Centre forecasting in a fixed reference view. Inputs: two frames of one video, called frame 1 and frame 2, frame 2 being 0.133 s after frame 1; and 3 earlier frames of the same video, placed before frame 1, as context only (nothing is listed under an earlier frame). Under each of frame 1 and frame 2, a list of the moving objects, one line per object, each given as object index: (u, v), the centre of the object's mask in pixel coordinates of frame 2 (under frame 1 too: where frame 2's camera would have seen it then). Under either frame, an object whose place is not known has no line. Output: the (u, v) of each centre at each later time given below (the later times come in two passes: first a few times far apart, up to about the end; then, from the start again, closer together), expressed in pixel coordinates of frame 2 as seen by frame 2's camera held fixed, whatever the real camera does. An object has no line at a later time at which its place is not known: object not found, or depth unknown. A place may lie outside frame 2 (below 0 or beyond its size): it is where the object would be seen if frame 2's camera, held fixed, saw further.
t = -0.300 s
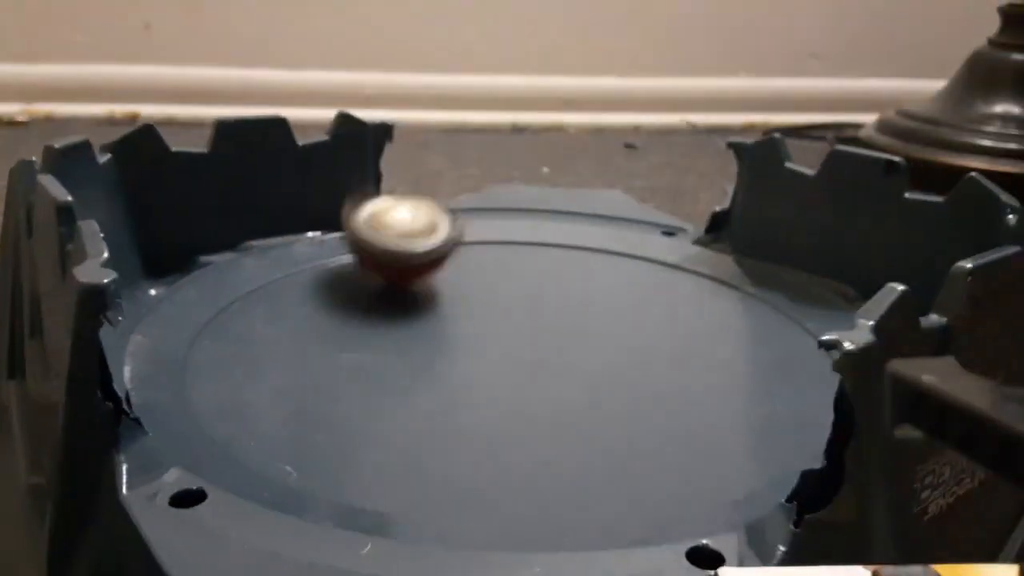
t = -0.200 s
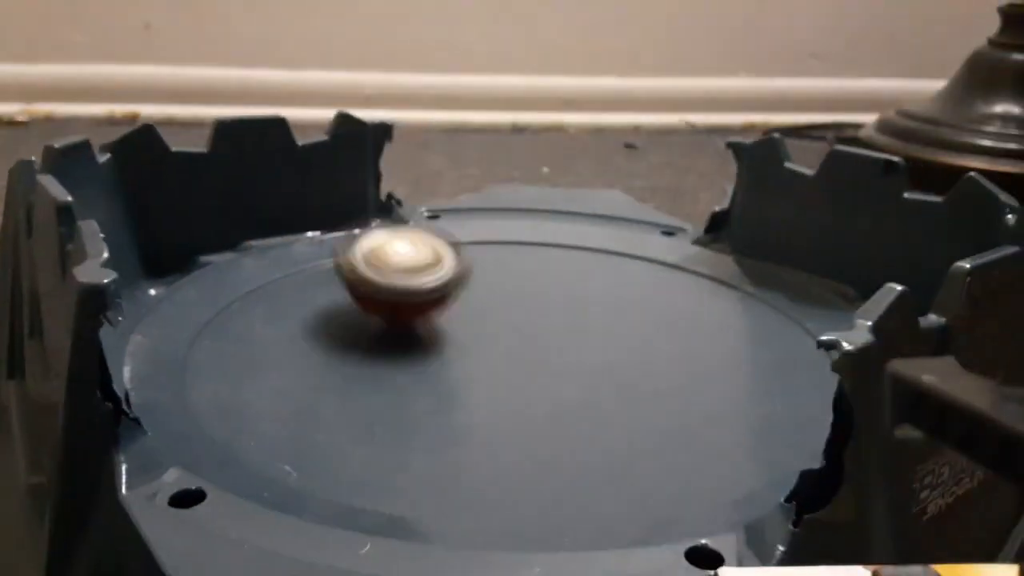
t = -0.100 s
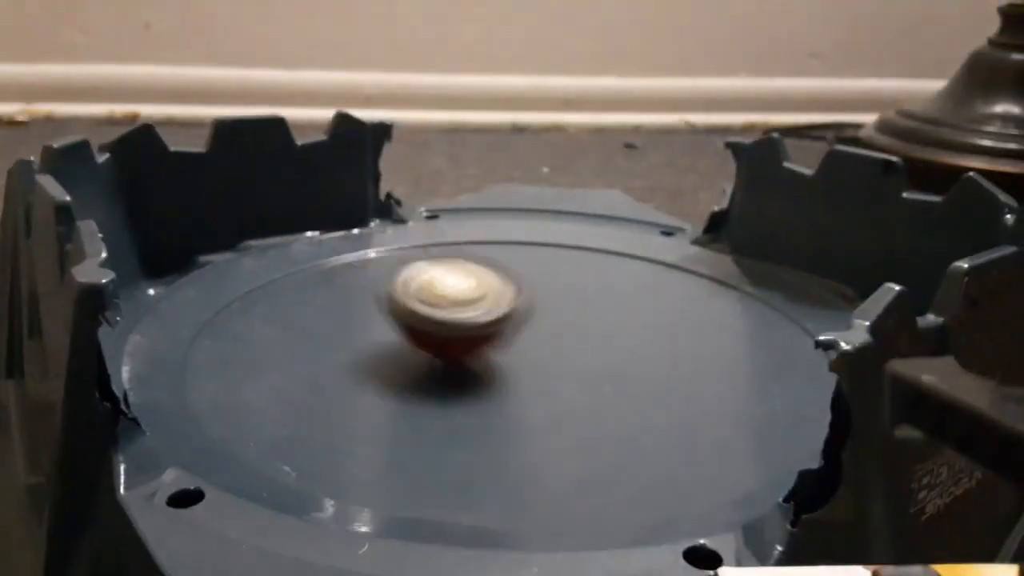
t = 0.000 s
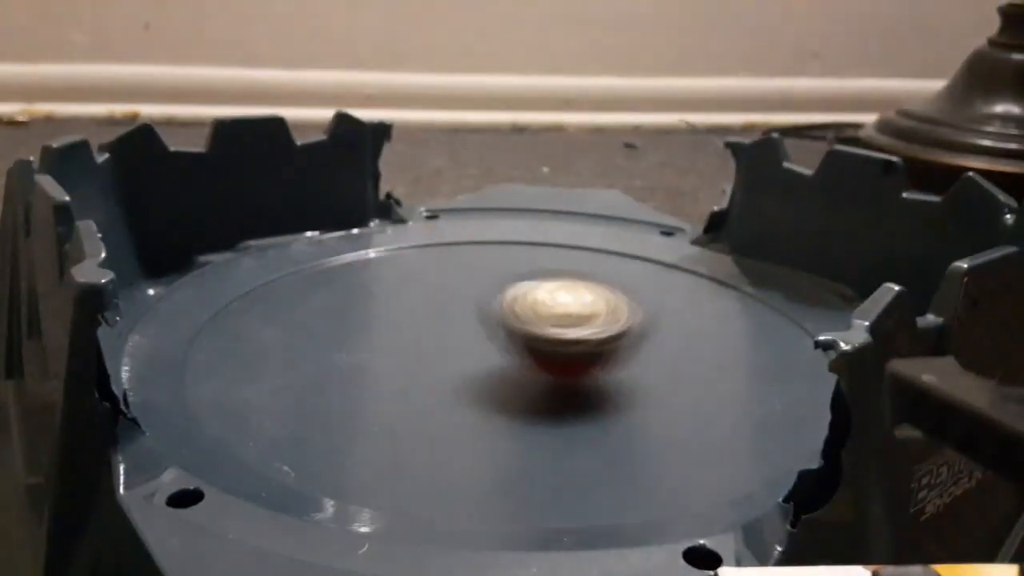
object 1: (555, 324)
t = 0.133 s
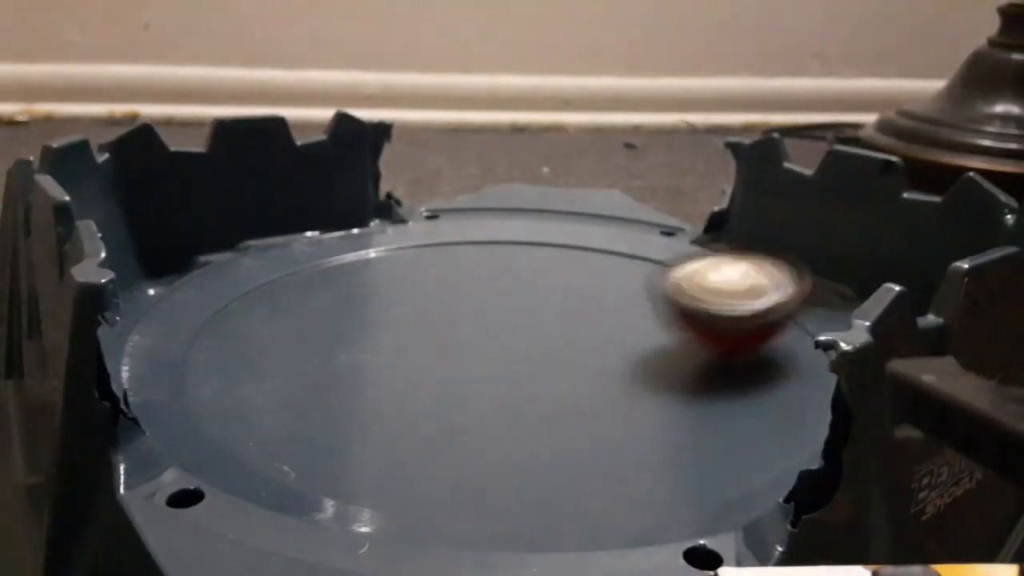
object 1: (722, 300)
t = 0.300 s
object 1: (718, 253)
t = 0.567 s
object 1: (441, 265)
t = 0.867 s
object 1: (418, 427)
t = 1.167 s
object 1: (785, 343)
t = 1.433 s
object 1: (513, 234)
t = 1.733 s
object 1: (168, 289)
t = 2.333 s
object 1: (619, 231)
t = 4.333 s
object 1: (675, 273)
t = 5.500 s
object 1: (669, 267)
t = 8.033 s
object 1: (578, 258)
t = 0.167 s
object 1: (752, 287)
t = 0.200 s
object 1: (765, 275)
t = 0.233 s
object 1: (765, 260)
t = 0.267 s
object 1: (748, 255)
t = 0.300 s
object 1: (718, 253)
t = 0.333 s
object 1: (687, 247)
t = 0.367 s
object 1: (655, 242)
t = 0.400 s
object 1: (623, 239)
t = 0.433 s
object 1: (588, 238)
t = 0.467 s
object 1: (551, 242)
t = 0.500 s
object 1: (512, 247)
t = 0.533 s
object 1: (476, 254)
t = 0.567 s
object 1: (441, 265)
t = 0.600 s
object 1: (411, 281)
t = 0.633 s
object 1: (372, 297)
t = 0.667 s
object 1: (354, 311)
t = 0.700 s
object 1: (335, 331)
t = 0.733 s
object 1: (325, 352)
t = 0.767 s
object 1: (325, 373)
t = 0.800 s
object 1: (339, 395)
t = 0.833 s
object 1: (358, 415)
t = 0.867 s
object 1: (418, 427)
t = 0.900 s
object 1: (468, 437)
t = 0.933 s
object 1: (544, 437)
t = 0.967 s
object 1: (599, 435)
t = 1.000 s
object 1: (666, 427)
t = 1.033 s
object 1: (716, 413)
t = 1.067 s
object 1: (758, 400)
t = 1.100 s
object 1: (774, 382)
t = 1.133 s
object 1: (783, 361)
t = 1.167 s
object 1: (785, 343)
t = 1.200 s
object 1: (777, 318)
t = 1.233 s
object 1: (754, 301)
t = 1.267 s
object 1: (723, 283)
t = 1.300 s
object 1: (687, 270)
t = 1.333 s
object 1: (642, 257)
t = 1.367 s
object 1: (600, 247)
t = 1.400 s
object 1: (557, 239)
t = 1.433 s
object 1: (513, 234)
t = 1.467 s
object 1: (462, 229)
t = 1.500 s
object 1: (424, 227)
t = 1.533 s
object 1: (370, 228)
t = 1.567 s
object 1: (324, 230)
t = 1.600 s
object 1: (269, 236)
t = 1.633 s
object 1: (235, 240)
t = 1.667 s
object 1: (201, 254)
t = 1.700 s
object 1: (167, 271)
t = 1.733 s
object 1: (168, 289)
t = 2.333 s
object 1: (619, 231)
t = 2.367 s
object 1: (581, 224)
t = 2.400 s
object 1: (533, 223)
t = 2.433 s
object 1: (493, 222)
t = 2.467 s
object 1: (442, 224)
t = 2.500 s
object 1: (402, 227)
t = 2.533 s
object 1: (350, 233)
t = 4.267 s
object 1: (738, 297)
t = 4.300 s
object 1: (705, 285)
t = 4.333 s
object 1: (675, 273)
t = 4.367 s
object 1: (646, 263)
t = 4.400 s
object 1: (610, 254)
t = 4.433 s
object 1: (577, 246)
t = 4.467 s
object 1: (537, 243)
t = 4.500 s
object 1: (501, 238)
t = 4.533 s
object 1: (468, 235)
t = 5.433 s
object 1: (697, 294)
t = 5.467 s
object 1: (686, 279)
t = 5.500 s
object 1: (669, 267)
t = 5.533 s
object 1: (651, 255)
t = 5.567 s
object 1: (623, 246)
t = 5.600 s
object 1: (596, 239)
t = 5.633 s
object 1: (569, 233)
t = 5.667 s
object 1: (544, 228)
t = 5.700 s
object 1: (514, 227)
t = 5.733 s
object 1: (480, 229)
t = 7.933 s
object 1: (625, 279)
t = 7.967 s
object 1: (615, 271)
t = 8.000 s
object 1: (598, 263)
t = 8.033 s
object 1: (578, 258)
